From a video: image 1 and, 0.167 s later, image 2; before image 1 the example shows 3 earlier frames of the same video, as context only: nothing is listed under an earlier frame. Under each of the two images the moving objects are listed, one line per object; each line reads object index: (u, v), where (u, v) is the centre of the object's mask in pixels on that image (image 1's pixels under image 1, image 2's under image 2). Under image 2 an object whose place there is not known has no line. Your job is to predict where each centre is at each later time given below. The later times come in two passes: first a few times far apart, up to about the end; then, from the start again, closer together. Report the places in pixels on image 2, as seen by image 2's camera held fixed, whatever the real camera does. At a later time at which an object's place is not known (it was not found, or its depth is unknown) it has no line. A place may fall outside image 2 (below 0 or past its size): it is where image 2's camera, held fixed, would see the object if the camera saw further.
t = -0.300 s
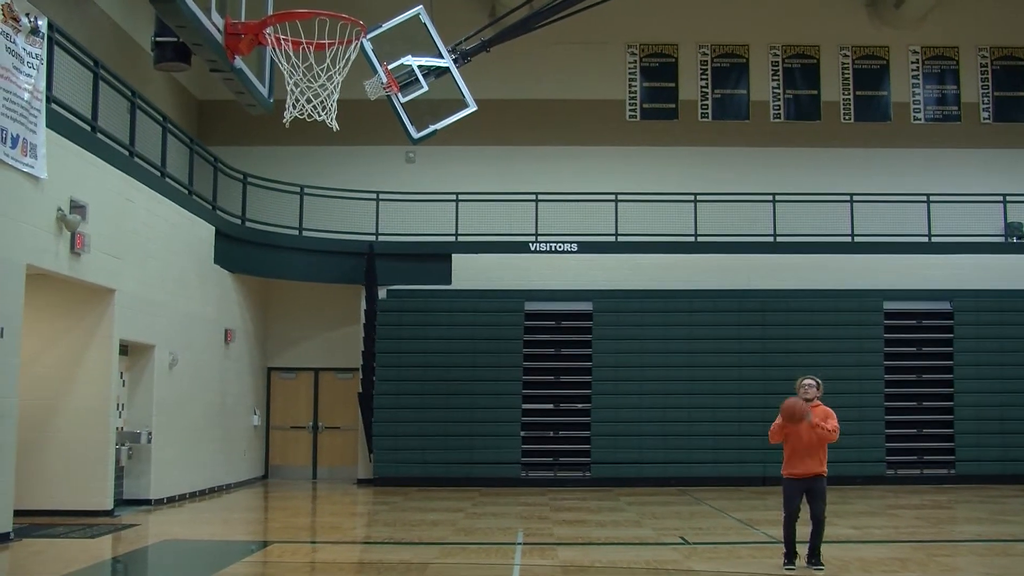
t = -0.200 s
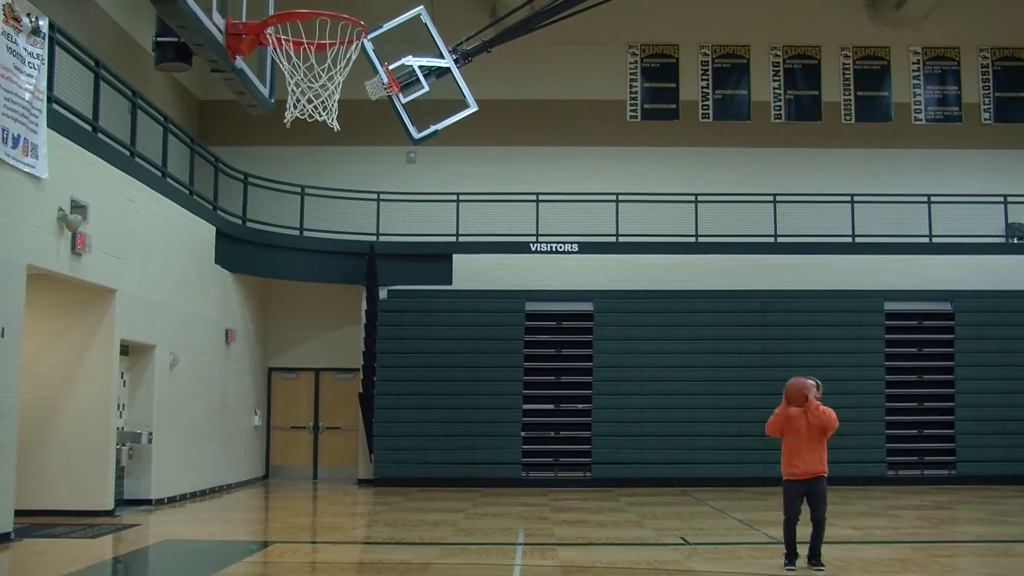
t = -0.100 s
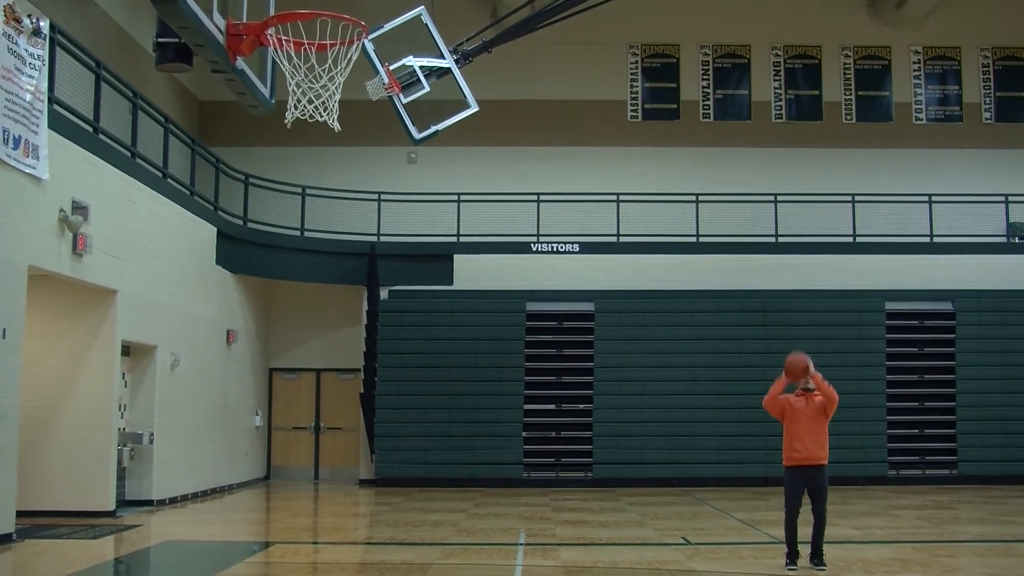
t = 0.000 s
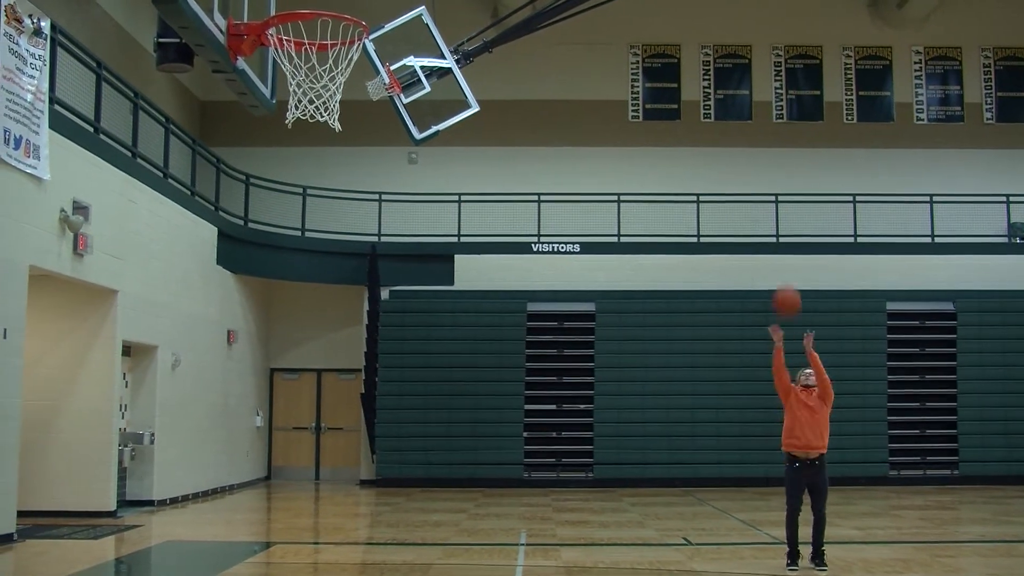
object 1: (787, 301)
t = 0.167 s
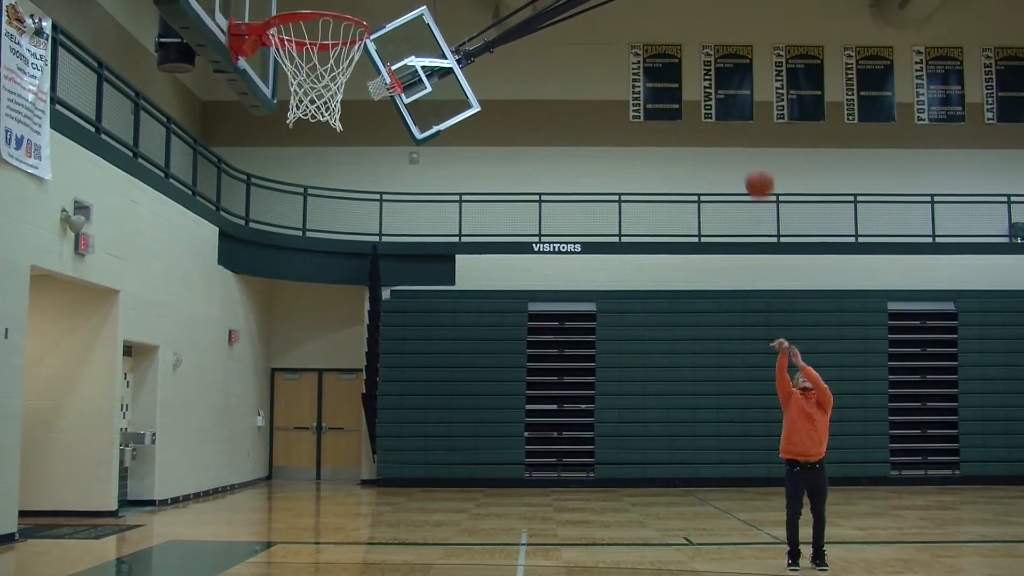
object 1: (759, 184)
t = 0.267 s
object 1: (742, 126)
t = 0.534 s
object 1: (694, 28)
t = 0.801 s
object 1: (641, 12)
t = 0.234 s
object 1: (748, 144)
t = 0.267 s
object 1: (742, 126)
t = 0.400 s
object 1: (718, 68)
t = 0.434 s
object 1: (712, 56)
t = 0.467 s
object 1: (706, 46)
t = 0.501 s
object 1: (699, 36)
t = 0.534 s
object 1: (694, 28)
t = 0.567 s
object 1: (687, 21)
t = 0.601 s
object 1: (681, 15)
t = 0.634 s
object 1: (675, 12)
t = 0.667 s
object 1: (668, 11)
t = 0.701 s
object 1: (662, 10)
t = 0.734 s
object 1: (655, 10)
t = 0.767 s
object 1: (648, 11)
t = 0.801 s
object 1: (641, 12)
